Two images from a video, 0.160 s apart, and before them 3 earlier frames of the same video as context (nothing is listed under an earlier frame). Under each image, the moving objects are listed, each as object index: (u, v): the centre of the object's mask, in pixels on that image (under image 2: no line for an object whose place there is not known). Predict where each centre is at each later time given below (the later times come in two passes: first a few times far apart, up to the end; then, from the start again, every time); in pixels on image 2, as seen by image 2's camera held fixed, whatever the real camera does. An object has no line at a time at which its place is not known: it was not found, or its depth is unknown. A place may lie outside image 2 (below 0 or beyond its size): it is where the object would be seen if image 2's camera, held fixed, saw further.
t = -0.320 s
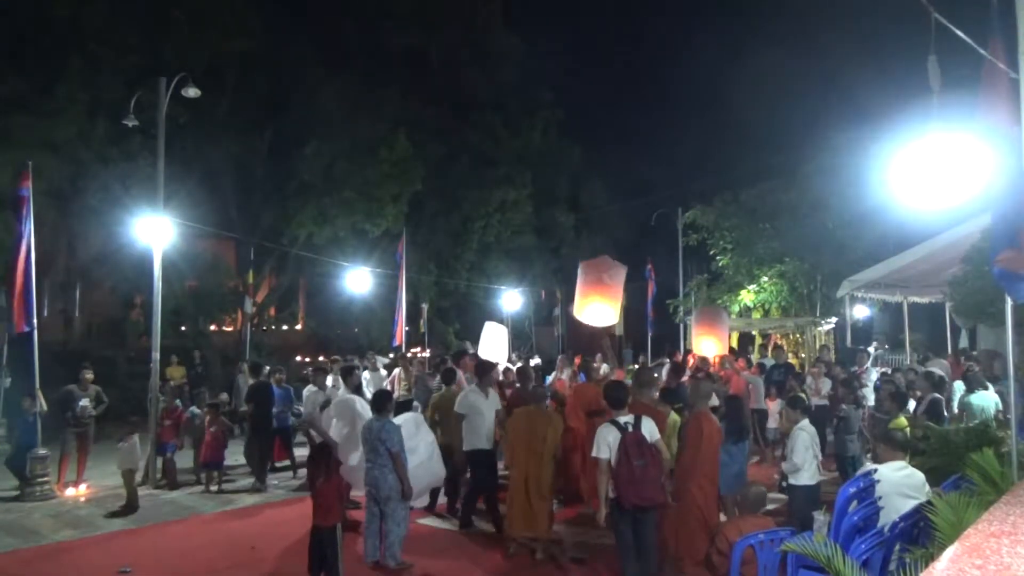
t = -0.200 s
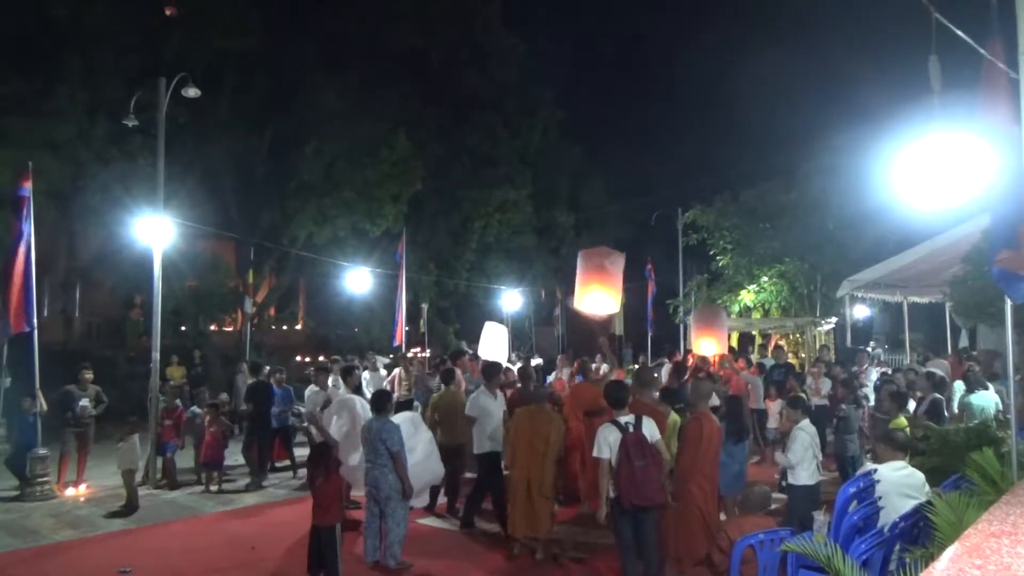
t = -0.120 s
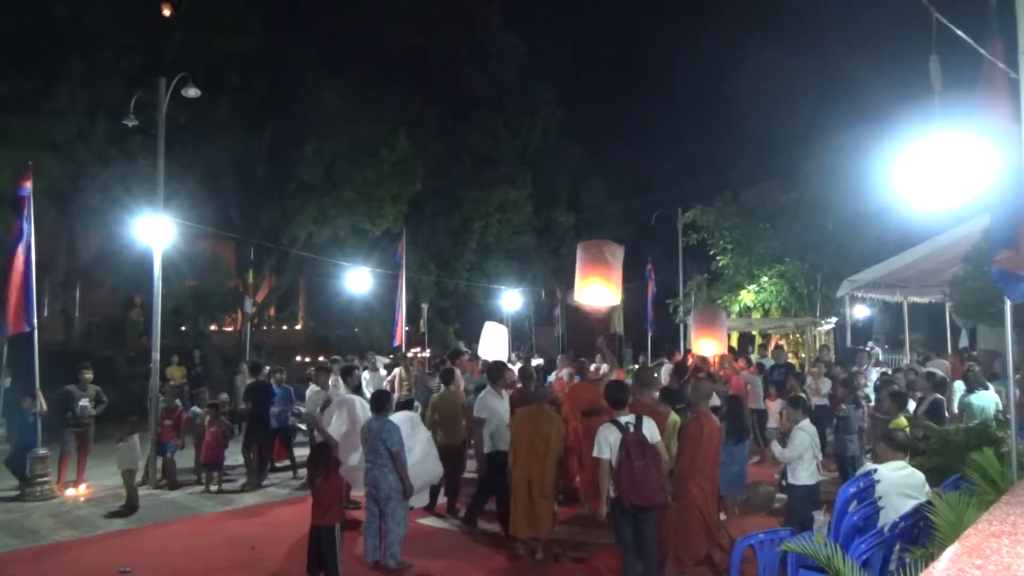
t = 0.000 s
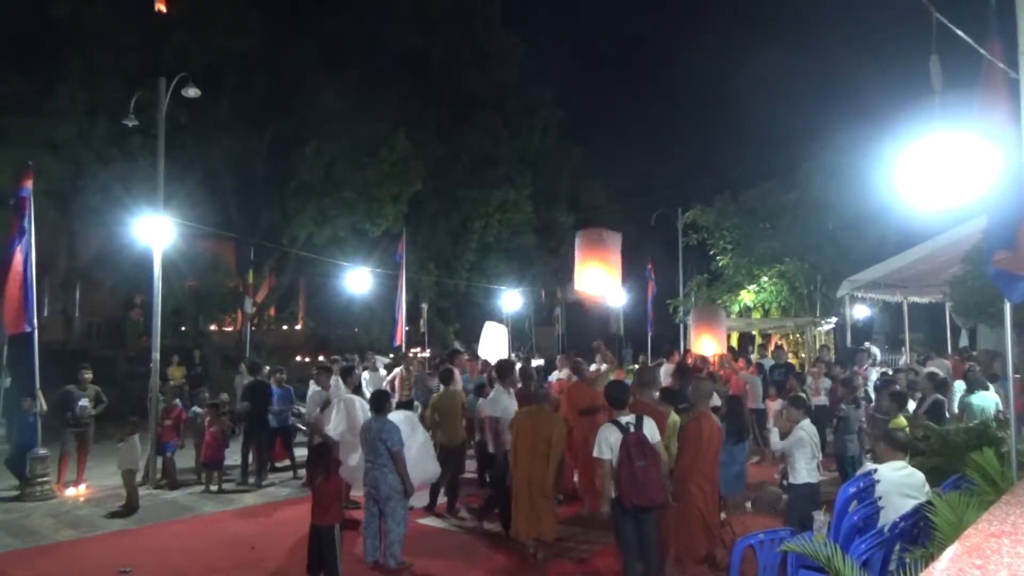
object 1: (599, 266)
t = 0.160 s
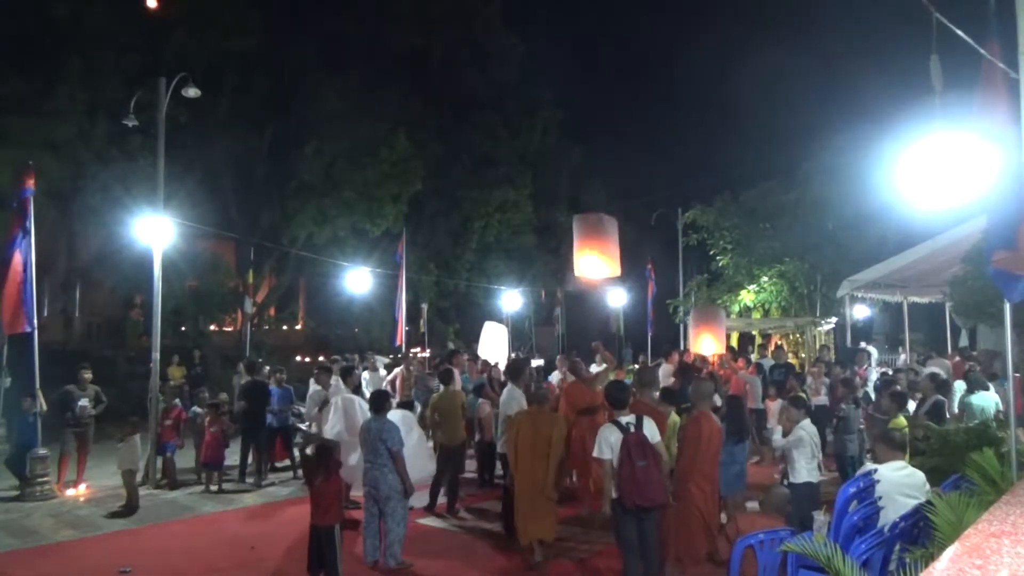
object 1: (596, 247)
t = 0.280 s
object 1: (595, 235)
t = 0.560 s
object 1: (591, 205)
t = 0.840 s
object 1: (586, 172)
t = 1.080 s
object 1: (583, 141)
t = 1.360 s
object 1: (576, 104)
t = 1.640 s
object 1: (564, 62)
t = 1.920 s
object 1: (547, 27)
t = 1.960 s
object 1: (544, 24)
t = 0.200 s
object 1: (596, 243)
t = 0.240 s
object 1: (595, 239)
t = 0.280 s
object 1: (595, 235)
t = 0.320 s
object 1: (594, 231)
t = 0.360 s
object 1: (594, 227)
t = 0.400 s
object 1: (593, 222)
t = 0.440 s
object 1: (593, 218)
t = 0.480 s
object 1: (592, 214)
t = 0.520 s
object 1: (591, 210)
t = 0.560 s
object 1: (591, 205)
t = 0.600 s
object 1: (590, 200)
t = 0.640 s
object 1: (590, 196)
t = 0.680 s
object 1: (589, 191)
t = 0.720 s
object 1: (588, 187)
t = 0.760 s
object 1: (588, 182)
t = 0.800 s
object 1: (587, 176)
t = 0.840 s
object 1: (586, 172)
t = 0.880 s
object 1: (586, 167)
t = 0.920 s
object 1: (585, 162)
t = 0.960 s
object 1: (585, 157)
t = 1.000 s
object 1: (584, 152)
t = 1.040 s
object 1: (583, 147)
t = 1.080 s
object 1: (583, 141)
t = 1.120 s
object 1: (582, 136)
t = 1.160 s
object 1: (581, 131)
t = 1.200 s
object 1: (580, 126)
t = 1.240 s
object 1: (579, 120)
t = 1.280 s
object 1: (578, 115)
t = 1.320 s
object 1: (577, 109)
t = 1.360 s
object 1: (576, 104)
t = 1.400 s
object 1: (574, 98)
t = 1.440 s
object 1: (573, 92)
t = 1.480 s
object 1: (571, 86)
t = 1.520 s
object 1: (570, 80)
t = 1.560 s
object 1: (568, 74)
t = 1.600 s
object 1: (566, 68)
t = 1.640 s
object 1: (564, 62)
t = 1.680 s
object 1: (562, 56)
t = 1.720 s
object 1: (560, 50)
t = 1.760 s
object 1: (557, 44)
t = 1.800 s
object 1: (555, 38)
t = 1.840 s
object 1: (552, 34)
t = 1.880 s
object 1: (550, 31)
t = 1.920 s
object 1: (547, 27)
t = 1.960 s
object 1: (544, 24)
